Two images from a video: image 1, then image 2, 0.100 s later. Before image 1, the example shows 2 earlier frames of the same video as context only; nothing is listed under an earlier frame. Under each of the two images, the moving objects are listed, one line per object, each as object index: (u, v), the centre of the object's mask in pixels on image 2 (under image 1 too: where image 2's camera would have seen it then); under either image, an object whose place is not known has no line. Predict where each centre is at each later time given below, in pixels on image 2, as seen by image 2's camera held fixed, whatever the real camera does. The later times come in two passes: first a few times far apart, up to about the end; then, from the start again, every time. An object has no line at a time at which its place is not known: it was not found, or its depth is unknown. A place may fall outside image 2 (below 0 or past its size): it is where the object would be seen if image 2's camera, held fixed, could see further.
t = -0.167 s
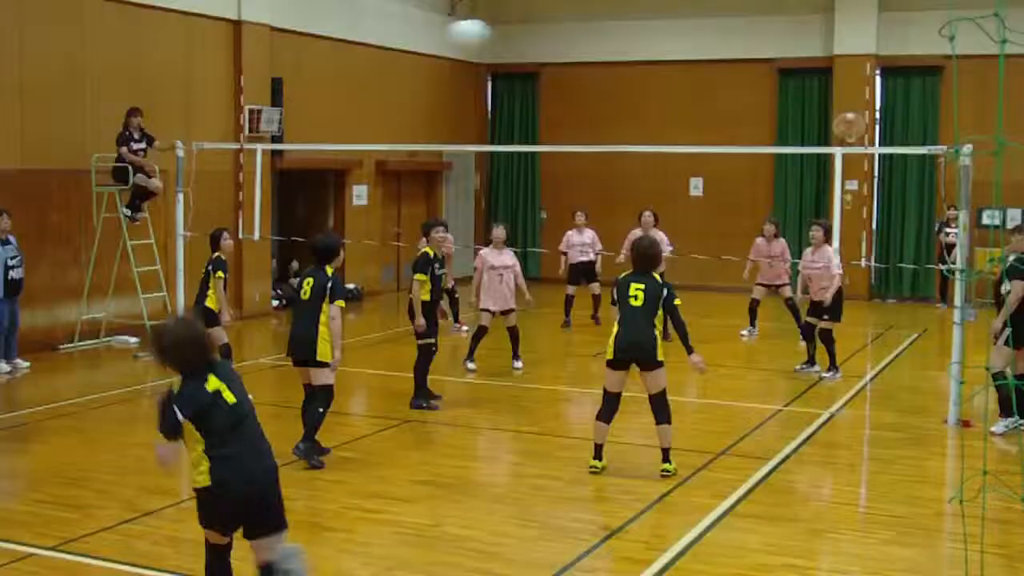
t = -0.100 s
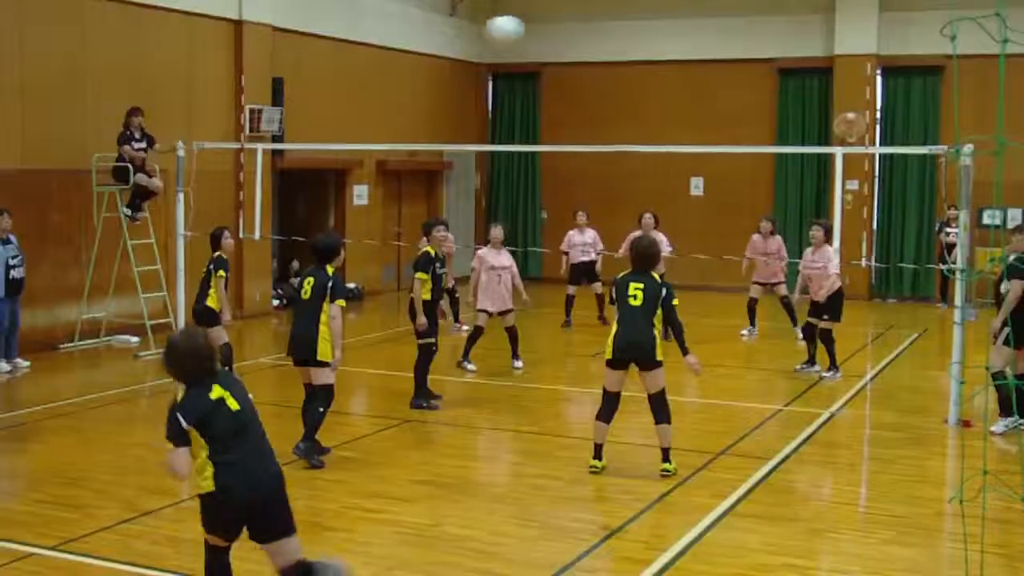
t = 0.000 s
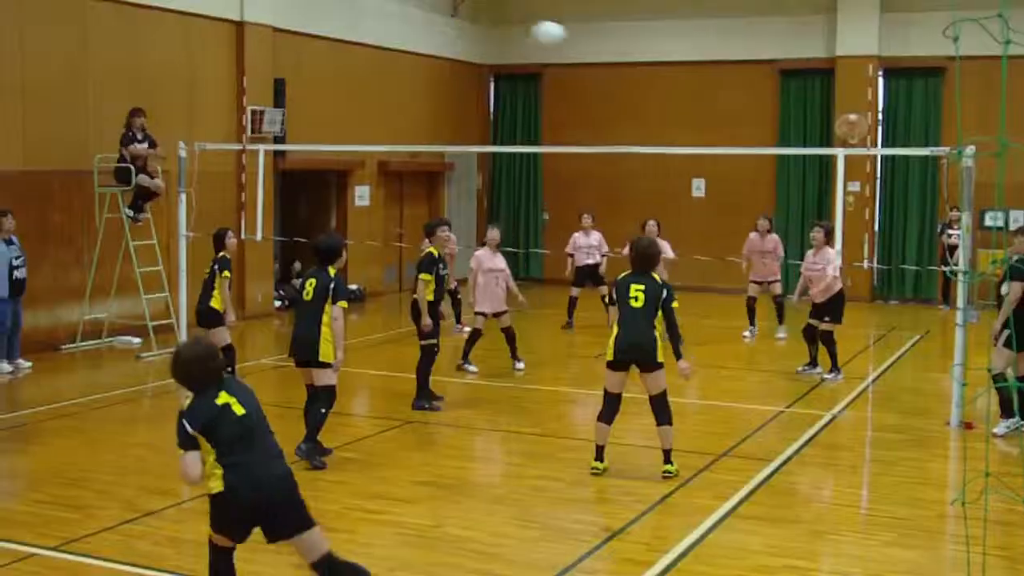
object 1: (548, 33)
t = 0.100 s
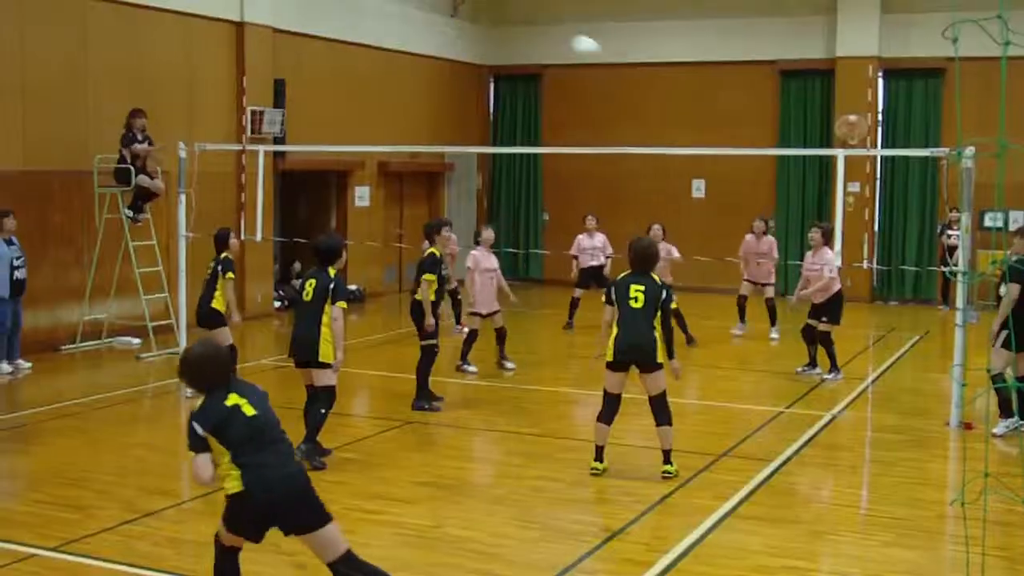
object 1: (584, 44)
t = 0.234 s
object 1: (625, 81)
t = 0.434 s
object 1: (666, 153)
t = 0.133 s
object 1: (596, 54)
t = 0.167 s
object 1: (606, 63)
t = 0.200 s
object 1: (616, 72)
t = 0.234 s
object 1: (625, 81)
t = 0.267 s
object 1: (633, 92)
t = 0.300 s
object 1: (641, 103)
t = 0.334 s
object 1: (648, 114)
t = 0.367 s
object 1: (654, 127)
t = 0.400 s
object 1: (660, 137)
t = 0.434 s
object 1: (666, 153)
